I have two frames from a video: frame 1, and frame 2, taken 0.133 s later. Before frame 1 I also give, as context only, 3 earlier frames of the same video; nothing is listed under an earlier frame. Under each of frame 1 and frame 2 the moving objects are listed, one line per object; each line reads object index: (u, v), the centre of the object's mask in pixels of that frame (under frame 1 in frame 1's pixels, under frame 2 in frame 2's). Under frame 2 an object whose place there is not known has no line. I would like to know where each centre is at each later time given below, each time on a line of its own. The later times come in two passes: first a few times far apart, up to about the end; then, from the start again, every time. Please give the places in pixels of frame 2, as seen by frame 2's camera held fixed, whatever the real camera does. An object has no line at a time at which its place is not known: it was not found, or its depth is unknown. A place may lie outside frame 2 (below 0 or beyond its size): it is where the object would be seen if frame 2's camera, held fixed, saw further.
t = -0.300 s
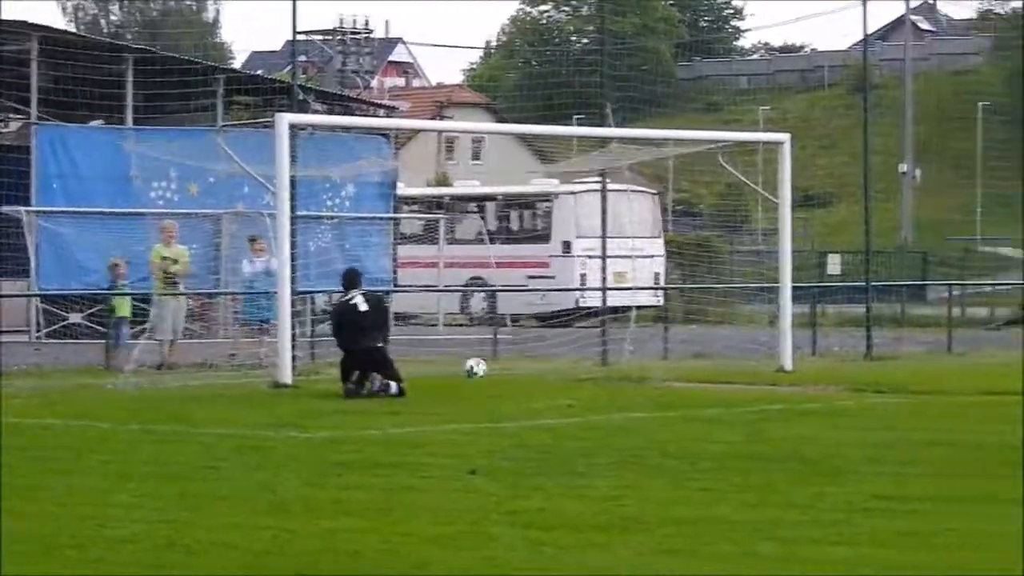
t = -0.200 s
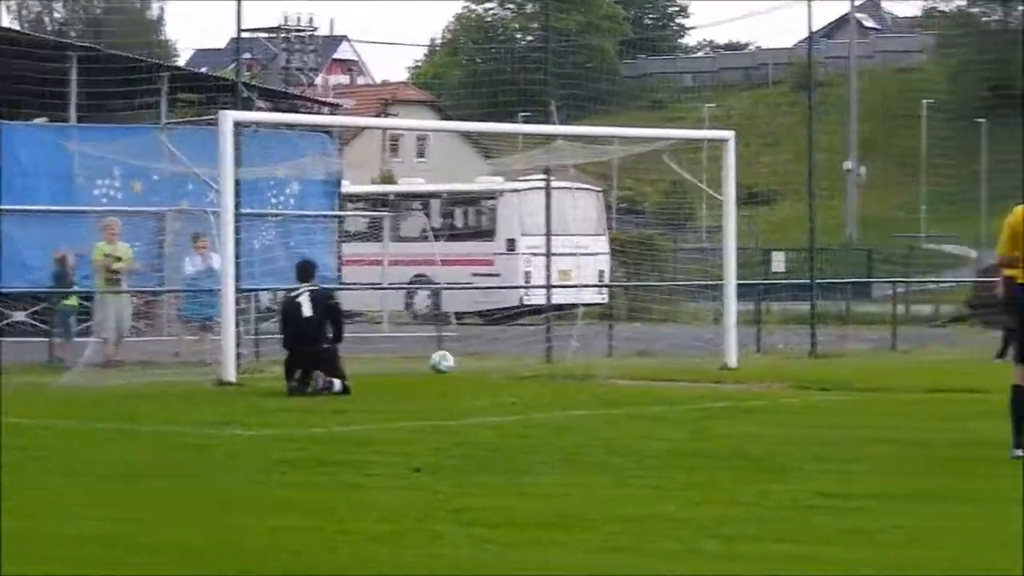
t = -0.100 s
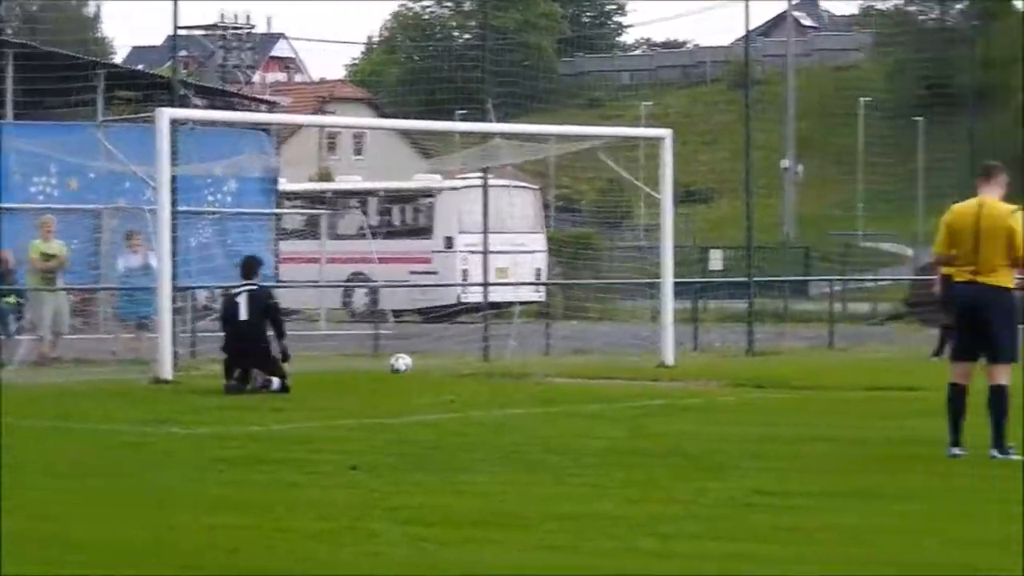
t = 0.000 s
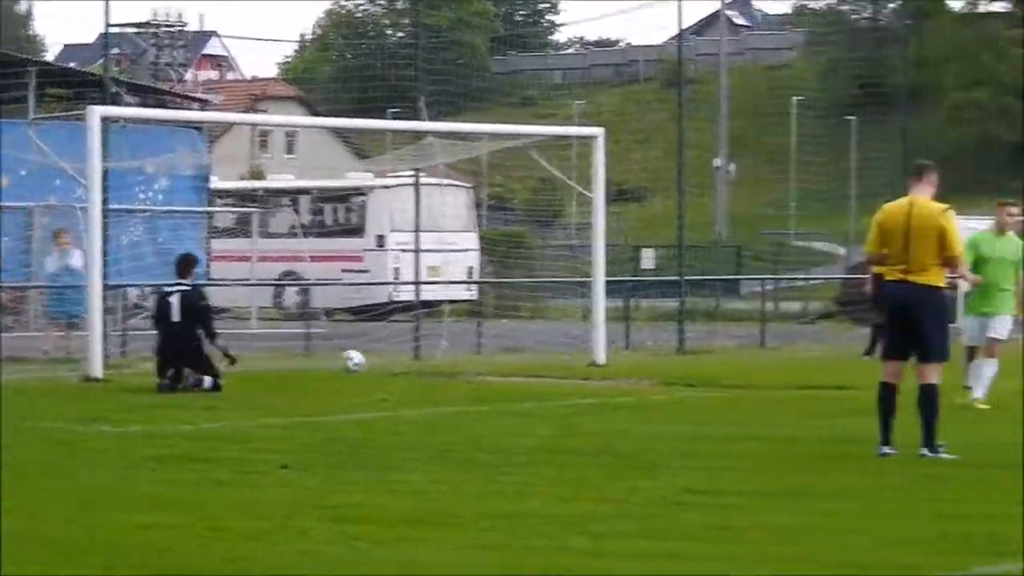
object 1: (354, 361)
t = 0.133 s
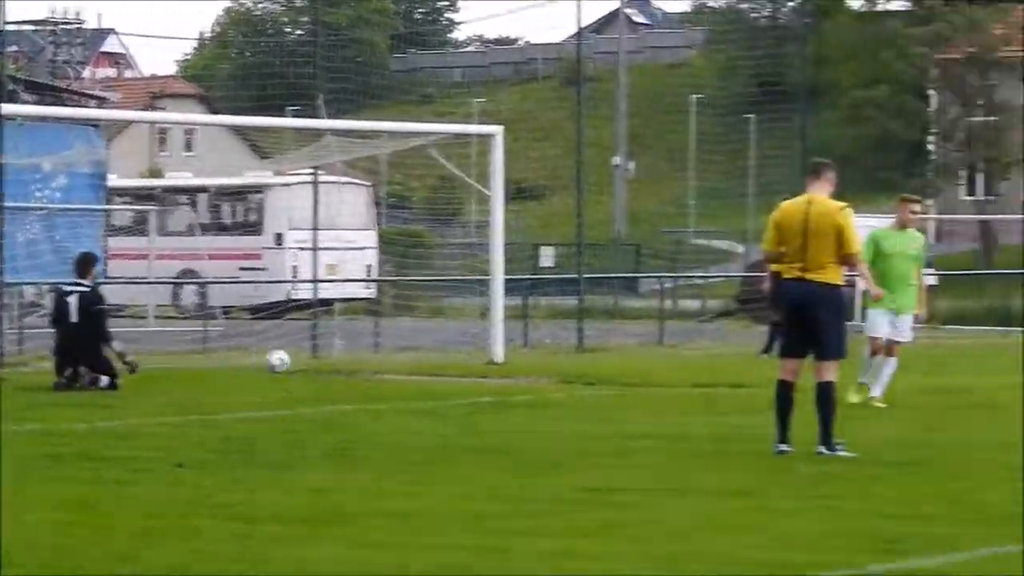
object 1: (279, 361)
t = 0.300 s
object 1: (314, 361)
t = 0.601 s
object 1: (374, 358)
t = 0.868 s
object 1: (418, 359)
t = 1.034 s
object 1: (444, 358)
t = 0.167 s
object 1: (285, 362)
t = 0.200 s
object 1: (291, 362)
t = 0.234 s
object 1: (299, 361)
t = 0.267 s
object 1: (306, 360)
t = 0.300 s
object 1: (314, 361)
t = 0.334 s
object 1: (319, 362)
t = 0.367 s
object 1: (328, 361)
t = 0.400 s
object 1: (334, 361)
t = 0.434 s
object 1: (341, 361)
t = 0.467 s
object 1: (348, 360)
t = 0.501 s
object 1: (355, 359)
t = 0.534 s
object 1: (360, 360)
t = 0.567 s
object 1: (368, 359)
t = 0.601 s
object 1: (374, 358)
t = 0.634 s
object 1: (380, 357)
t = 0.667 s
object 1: (385, 358)
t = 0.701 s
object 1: (391, 358)
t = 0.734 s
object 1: (396, 359)
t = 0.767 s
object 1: (402, 358)
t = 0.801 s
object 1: (407, 358)
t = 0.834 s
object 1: (413, 358)
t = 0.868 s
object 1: (418, 359)
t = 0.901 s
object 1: (424, 359)
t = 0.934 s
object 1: (429, 358)
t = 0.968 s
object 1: (434, 359)
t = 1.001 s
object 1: (439, 359)
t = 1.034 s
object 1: (444, 358)
